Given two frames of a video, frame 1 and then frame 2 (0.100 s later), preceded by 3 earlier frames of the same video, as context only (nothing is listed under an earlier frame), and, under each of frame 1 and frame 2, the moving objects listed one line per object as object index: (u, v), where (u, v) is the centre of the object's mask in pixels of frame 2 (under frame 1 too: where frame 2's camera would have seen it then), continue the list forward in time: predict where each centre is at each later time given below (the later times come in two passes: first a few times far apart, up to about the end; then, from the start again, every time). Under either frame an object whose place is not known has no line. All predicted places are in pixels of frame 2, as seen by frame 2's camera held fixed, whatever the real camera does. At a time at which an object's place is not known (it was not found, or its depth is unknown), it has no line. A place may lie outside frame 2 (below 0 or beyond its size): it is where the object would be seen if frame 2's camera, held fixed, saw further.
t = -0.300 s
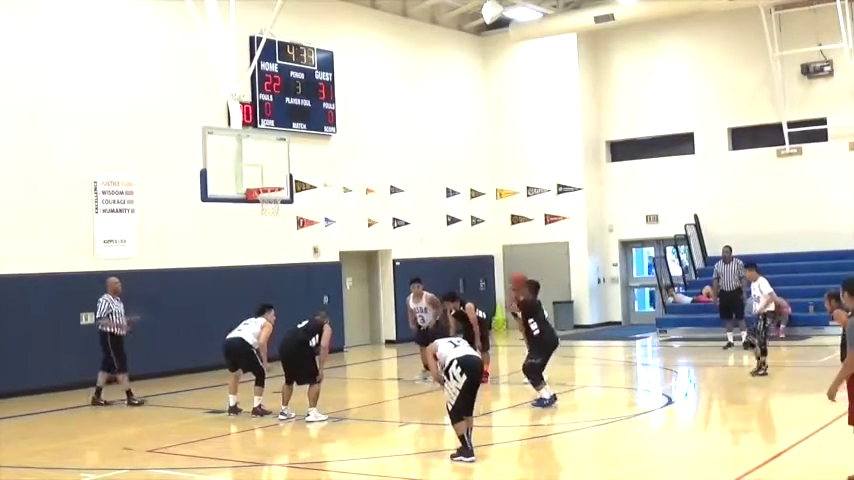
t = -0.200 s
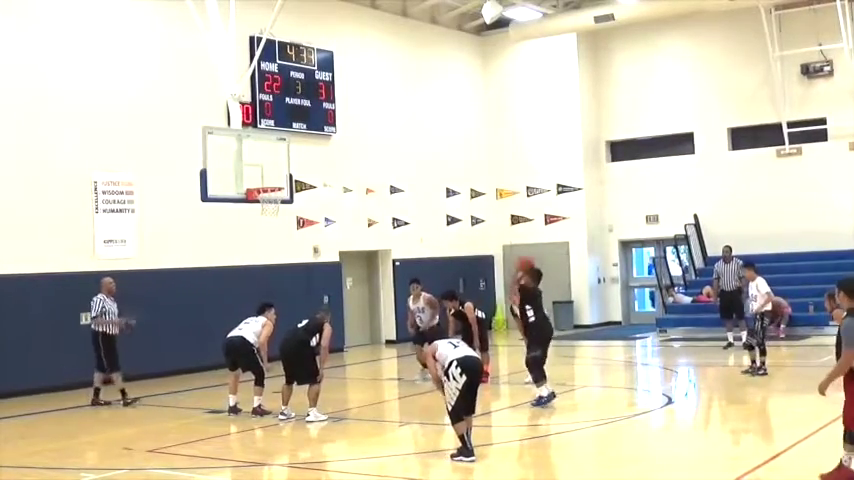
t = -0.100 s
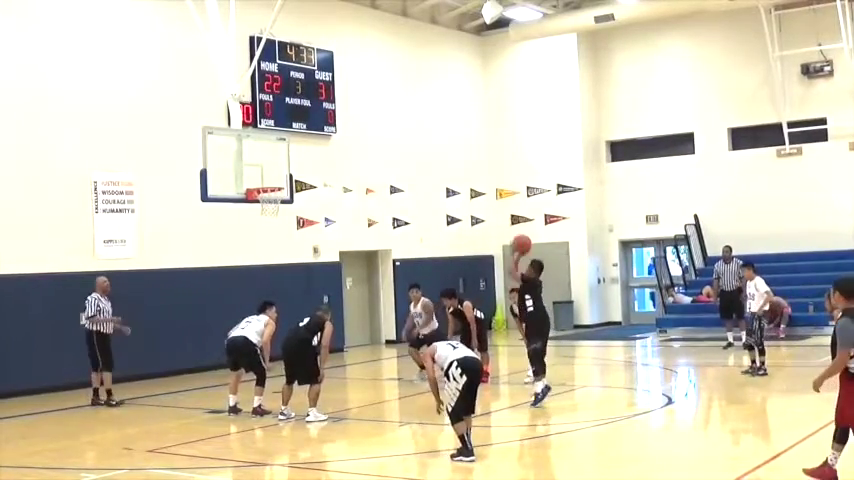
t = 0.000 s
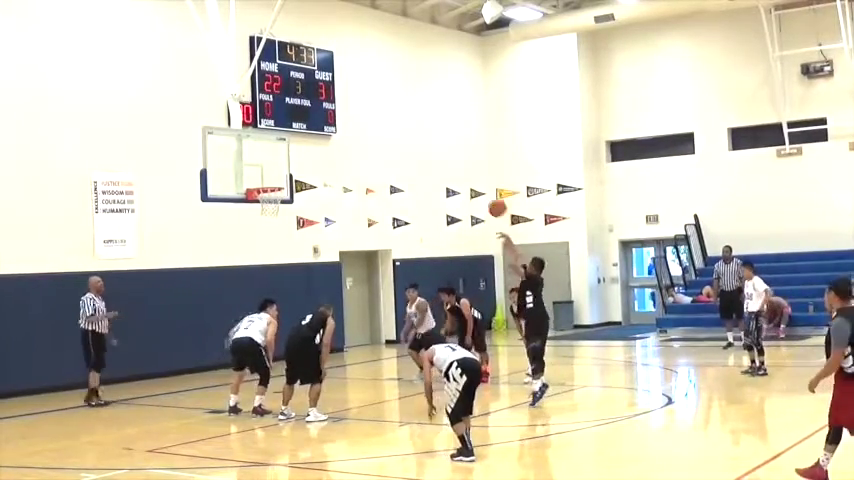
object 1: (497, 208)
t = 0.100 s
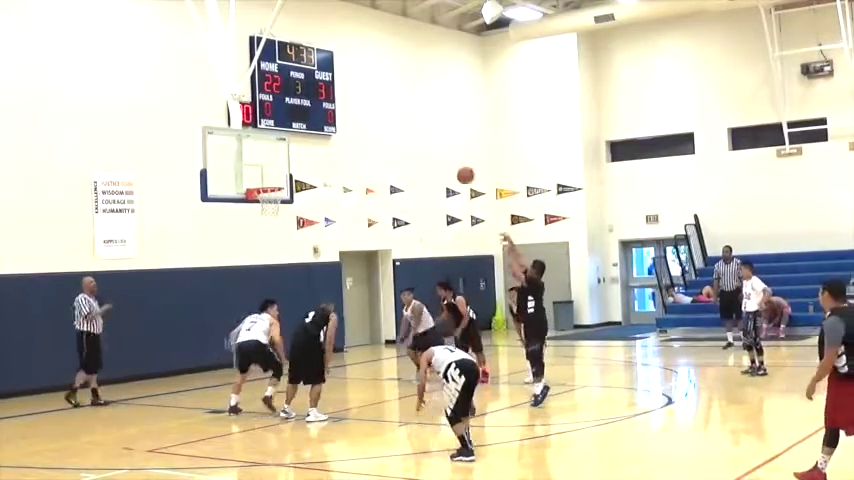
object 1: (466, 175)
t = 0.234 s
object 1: (428, 144)
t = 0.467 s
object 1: (363, 125)
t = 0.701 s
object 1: (308, 143)
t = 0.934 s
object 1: (266, 184)
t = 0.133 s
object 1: (456, 166)
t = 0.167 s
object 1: (446, 158)
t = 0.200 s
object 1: (436, 151)
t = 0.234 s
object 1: (428, 144)
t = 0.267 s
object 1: (417, 140)
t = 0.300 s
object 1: (408, 135)
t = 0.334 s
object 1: (399, 132)
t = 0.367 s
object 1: (389, 129)
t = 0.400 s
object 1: (380, 127)
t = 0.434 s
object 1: (372, 125)
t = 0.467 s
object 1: (363, 125)
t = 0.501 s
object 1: (355, 125)
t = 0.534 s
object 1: (347, 126)
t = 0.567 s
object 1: (339, 129)
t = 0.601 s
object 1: (331, 131)
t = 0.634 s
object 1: (323, 135)
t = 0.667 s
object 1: (315, 138)
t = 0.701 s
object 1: (308, 143)
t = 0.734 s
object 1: (300, 148)
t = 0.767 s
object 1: (293, 154)
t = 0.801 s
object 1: (286, 161)
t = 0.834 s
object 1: (279, 168)
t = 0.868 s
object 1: (272, 176)
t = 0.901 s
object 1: (265, 184)
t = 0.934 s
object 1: (266, 184)
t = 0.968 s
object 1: (267, 180)
